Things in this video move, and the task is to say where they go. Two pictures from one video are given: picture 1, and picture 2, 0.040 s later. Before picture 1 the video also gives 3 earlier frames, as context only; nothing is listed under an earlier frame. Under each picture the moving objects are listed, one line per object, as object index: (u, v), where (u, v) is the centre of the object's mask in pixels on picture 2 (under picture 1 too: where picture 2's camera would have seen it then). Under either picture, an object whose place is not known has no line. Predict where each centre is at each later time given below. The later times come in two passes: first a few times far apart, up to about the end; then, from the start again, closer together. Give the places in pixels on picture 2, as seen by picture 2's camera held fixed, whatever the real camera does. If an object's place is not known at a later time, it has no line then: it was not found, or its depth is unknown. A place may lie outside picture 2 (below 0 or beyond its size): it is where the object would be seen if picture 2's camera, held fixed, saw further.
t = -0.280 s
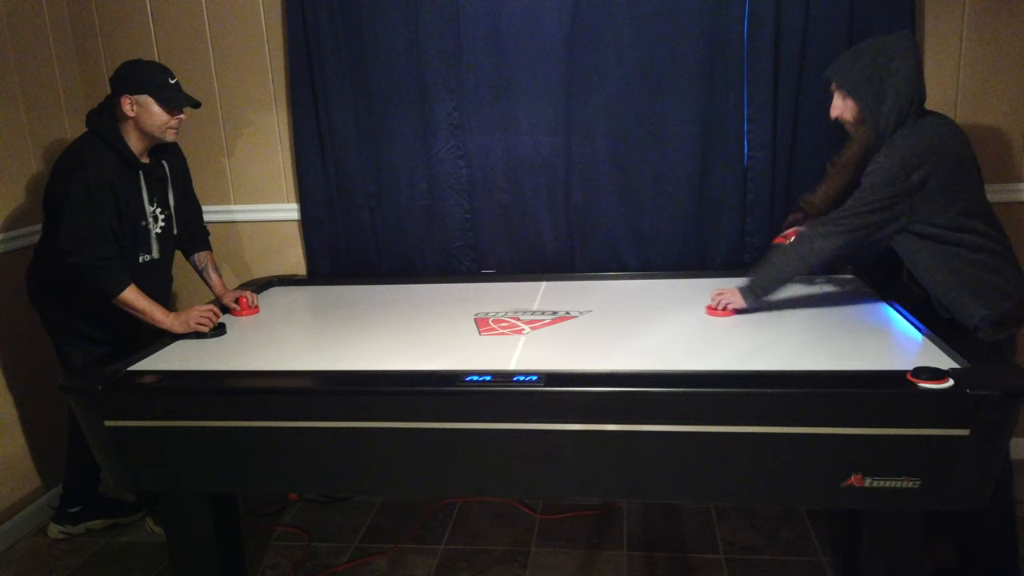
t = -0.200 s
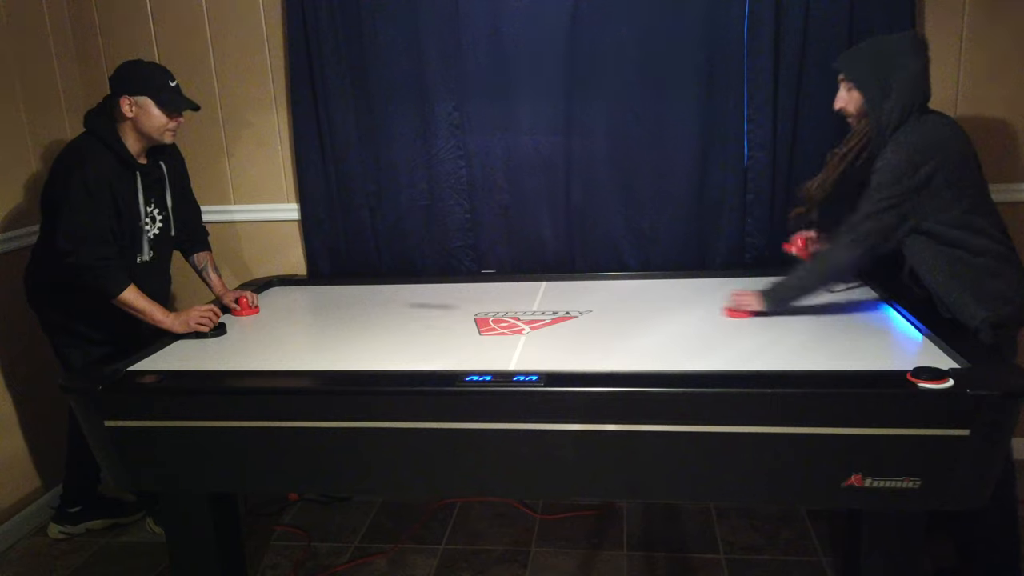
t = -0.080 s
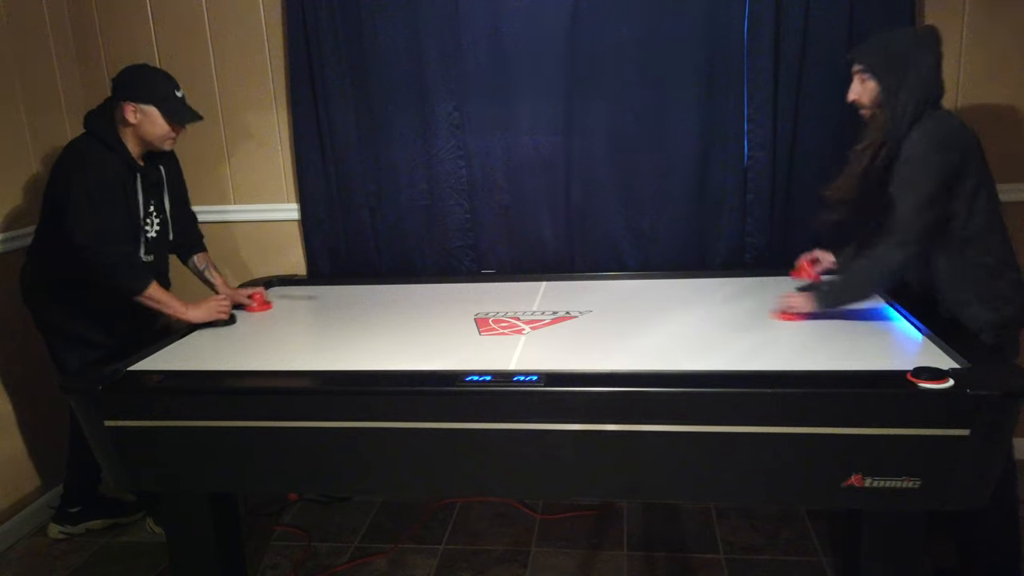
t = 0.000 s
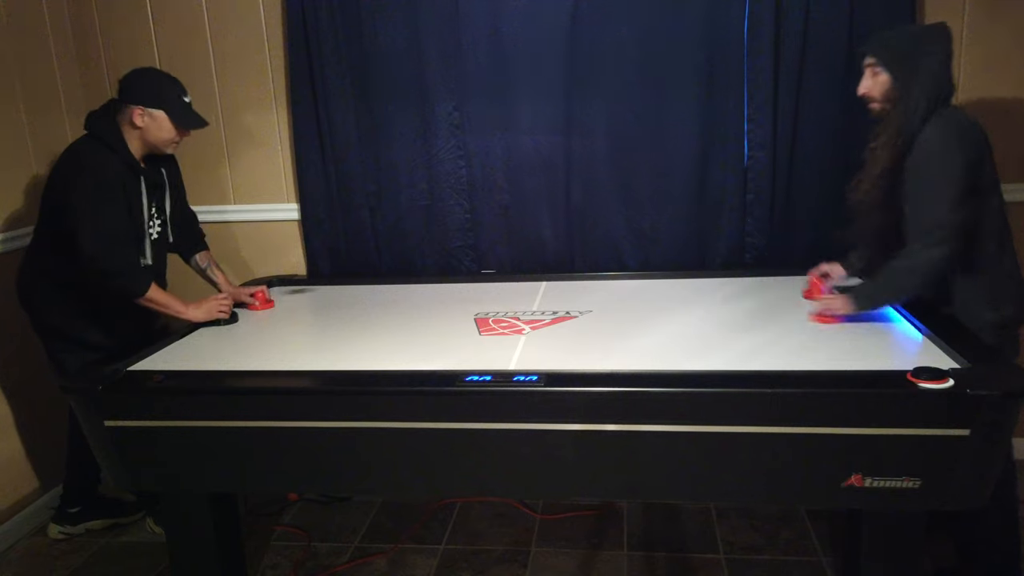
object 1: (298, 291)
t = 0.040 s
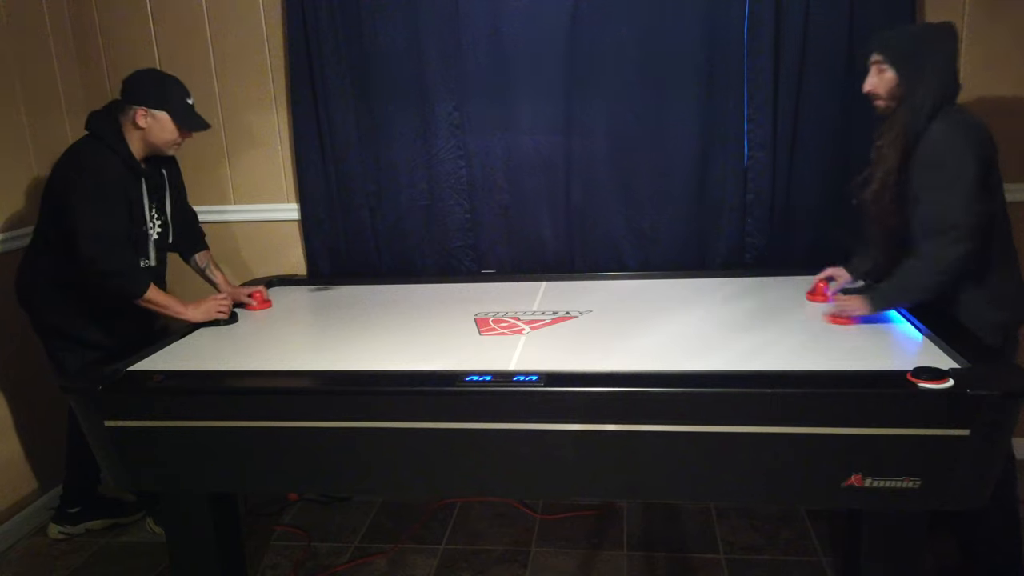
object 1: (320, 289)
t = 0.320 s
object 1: (449, 300)
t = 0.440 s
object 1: (508, 306)
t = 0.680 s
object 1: (636, 322)
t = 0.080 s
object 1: (344, 288)
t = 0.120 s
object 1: (360, 290)
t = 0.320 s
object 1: (449, 300)
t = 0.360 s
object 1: (469, 302)
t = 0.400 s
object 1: (488, 304)
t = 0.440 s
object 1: (508, 306)
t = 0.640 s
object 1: (613, 319)
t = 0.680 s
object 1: (636, 322)
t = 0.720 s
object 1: (660, 325)
